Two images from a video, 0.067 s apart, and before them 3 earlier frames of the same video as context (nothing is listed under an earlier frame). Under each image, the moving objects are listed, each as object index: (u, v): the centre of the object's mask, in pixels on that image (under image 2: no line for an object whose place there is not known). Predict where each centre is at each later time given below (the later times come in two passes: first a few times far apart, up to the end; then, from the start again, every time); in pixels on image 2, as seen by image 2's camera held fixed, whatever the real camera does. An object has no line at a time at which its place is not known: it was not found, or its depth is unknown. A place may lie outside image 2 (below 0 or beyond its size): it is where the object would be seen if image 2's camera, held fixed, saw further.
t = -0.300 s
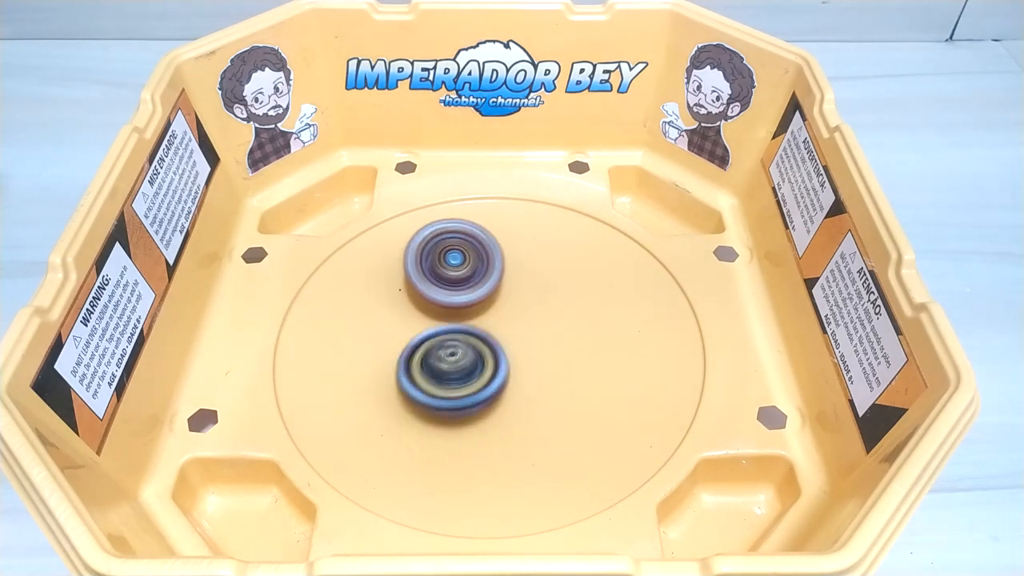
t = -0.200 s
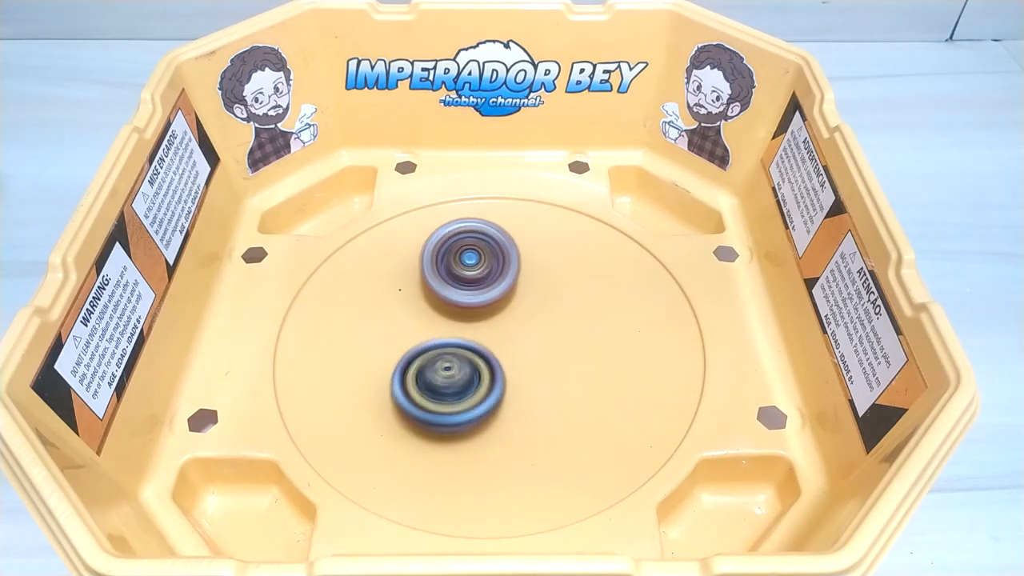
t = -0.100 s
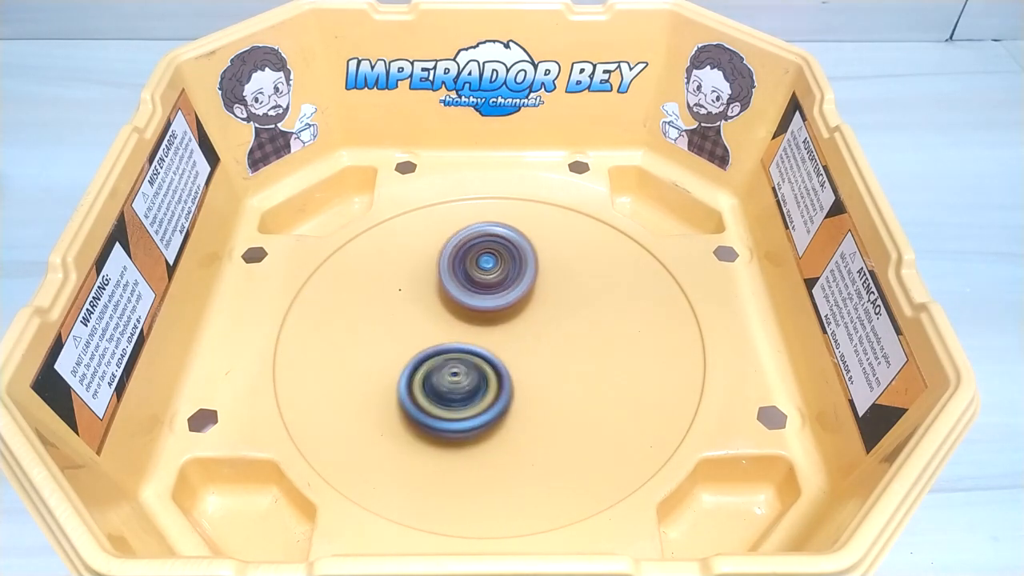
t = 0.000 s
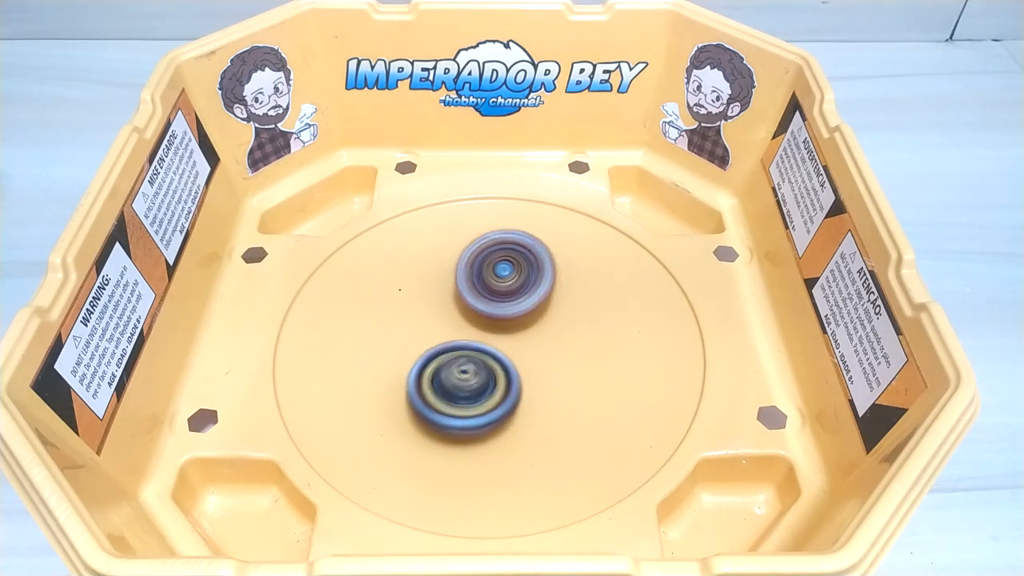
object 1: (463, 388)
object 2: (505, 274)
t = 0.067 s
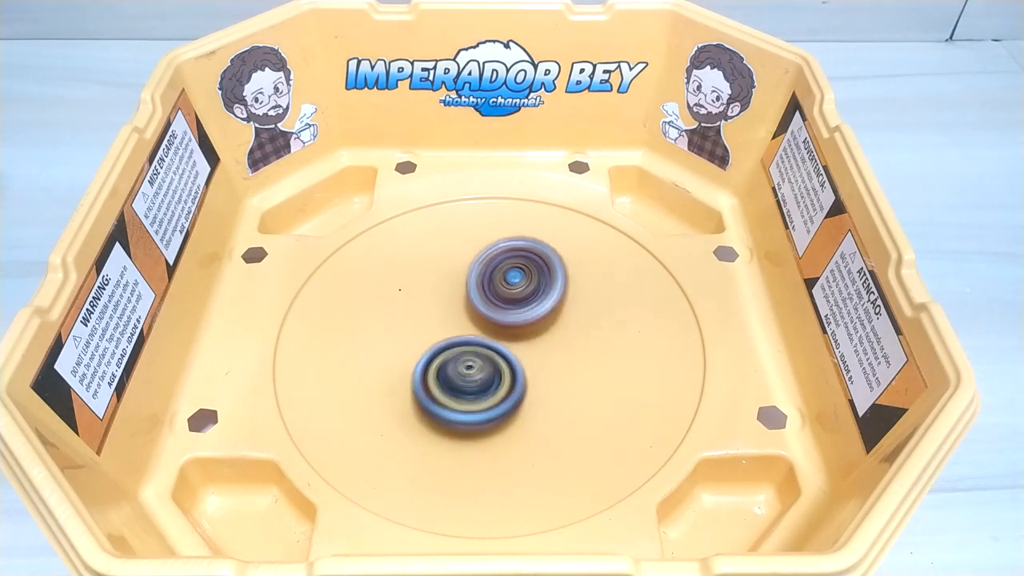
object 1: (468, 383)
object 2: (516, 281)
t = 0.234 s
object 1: (467, 370)
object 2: (546, 303)
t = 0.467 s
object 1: (450, 355)
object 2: (570, 331)
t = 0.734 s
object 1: (436, 336)
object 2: (558, 366)
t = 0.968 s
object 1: (432, 325)
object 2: (518, 386)
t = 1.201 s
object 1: (434, 311)
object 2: (479, 391)
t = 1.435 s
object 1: (446, 296)
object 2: (449, 383)
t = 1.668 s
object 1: (463, 283)
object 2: (434, 366)
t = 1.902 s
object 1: (486, 273)
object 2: (436, 348)
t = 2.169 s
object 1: (514, 267)
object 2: (451, 336)
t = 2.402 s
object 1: (537, 272)
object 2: (463, 335)
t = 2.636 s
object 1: (559, 287)
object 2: (471, 341)
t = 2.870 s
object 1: (574, 317)
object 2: (471, 350)
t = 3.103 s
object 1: (583, 344)
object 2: (462, 355)
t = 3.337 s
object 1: (571, 369)
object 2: (449, 347)
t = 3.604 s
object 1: (536, 388)
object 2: (445, 328)
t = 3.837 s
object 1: (516, 407)
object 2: (439, 298)
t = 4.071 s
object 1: (474, 397)
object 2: (458, 285)
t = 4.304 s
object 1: (417, 380)
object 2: (486, 295)
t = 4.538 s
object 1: (402, 363)
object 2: (513, 326)
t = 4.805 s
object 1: (411, 322)
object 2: (522, 366)
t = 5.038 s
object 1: (421, 292)
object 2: (504, 381)
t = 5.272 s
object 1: (445, 284)
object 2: (476, 374)
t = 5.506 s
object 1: (493, 272)
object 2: (456, 360)
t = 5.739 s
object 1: (518, 269)
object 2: (457, 340)
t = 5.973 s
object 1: (551, 269)
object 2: (438, 346)
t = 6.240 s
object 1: (560, 294)
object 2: (444, 348)
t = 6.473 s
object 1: (575, 343)
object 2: (437, 347)
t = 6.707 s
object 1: (593, 369)
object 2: (440, 346)
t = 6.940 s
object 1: (560, 380)
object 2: (445, 333)
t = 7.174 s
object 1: (530, 394)
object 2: (422, 312)
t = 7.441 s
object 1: (457, 396)
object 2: (443, 305)
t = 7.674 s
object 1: (432, 469)
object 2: (484, 274)
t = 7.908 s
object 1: (469, 455)
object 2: (523, 295)
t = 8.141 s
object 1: (452, 409)
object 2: (566, 315)
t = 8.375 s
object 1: (446, 353)
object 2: (570, 305)
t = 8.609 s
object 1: (436, 298)
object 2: (551, 313)
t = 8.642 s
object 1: (437, 291)
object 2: (547, 313)
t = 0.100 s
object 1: (471, 380)
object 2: (521, 285)
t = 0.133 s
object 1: (473, 375)
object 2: (527, 291)
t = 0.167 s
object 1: (472, 373)
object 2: (533, 295)
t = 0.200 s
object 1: (470, 371)
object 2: (540, 299)
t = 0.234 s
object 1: (467, 370)
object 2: (546, 303)
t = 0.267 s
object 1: (465, 368)
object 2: (551, 307)
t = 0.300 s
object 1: (462, 366)
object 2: (556, 310)
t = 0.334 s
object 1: (460, 364)
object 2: (560, 315)
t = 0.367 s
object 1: (458, 362)
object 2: (563, 319)
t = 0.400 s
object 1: (456, 360)
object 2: (566, 324)
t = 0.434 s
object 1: (453, 357)
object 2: (568, 329)
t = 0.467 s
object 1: (450, 355)
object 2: (570, 331)
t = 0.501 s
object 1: (448, 352)
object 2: (571, 335)
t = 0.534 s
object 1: (446, 349)
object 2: (571, 341)
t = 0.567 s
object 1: (444, 347)
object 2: (571, 345)
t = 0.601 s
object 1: (442, 345)
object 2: (570, 349)
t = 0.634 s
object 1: (440, 342)
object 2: (568, 355)
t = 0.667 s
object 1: (438, 341)
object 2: (565, 356)
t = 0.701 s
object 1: (437, 338)
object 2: (562, 359)
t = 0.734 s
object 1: (436, 336)
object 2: (558, 366)
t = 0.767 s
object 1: (435, 335)
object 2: (552, 370)
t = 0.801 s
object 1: (435, 333)
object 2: (548, 373)
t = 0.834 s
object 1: (435, 332)
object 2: (542, 375)
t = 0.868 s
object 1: (435, 331)
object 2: (535, 378)
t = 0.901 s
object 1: (435, 329)
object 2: (529, 380)
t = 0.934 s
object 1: (434, 327)
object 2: (524, 383)
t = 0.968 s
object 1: (432, 325)
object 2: (518, 386)
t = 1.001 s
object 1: (431, 323)
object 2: (514, 387)
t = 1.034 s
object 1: (431, 321)
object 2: (507, 389)
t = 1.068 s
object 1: (432, 318)
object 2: (501, 390)
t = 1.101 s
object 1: (433, 317)
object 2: (496, 390)
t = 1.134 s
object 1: (433, 315)
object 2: (490, 392)
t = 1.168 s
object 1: (433, 312)
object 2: (484, 391)
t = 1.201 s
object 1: (434, 311)
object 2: (479, 391)
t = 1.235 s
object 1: (435, 309)
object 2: (474, 390)
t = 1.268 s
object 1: (436, 306)
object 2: (469, 390)
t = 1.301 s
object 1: (437, 304)
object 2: (465, 389)
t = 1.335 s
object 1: (439, 302)
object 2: (460, 388)
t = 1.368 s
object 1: (441, 300)
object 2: (455, 386)
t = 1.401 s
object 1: (444, 298)
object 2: (452, 385)
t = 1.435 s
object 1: (446, 296)
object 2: (449, 383)
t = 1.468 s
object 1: (449, 293)
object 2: (446, 380)
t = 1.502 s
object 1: (451, 292)
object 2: (443, 379)
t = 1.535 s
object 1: (453, 289)
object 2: (441, 376)
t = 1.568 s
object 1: (455, 288)
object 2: (438, 374)
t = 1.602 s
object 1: (457, 286)
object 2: (437, 371)
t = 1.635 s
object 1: (460, 285)
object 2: (435, 369)
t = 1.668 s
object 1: (463, 283)
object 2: (434, 366)
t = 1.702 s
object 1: (466, 282)
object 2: (433, 364)
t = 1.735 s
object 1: (469, 280)
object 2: (433, 361)
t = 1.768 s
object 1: (473, 278)
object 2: (433, 358)
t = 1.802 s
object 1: (476, 277)
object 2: (434, 355)
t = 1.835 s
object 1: (479, 275)
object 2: (434, 353)
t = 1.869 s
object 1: (483, 274)
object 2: (434, 350)
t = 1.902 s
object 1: (486, 273)
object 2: (436, 348)
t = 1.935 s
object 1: (490, 272)
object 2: (437, 346)
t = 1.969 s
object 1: (495, 271)
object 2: (438, 345)
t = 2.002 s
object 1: (499, 269)
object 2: (440, 343)
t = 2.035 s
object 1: (502, 268)
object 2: (442, 341)
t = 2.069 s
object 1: (506, 268)
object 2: (445, 339)
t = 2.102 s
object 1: (508, 268)
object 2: (447, 337)
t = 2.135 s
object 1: (510, 267)
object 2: (449, 336)
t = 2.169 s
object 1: (514, 267)
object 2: (451, 336)
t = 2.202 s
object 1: (517, 268)
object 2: (453, 336)
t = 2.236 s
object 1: (521, 268)
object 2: (455, 335)
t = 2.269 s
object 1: (524, 269)
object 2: (457, 334)
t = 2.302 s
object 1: (527, 269)
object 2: (458, 334)
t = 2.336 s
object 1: (531, 270)
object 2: (460, 334)
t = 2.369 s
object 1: (534, 271)
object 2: (462, 335)
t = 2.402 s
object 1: (537, 272)
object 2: (463, 335)
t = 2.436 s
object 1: (541, 274)
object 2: (465, 335)
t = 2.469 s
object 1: (544, 275)
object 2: (467, 336)
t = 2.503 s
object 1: (547, 277)
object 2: (469, 337)
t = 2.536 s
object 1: (550, 279)
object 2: (469, 338)
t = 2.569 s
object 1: (553, 282)
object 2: (471, 339)
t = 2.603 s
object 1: (556, 284)
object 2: (472, 339)
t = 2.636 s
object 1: (559, 287)
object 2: (471, 341)
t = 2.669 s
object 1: (562, 290)
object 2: (471, 342)
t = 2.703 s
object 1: (564, 293)
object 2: (471, 343)
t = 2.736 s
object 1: (567, 298)
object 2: (472, 345)
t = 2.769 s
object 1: (569, 303)
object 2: (472, 348)
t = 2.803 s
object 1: (570, 306)
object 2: (472, 349)
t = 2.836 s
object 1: (572, 312)
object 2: (472, 350)
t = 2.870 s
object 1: (574, 317)
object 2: (471, 350)
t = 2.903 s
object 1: (576, 321)
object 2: (470, 350)
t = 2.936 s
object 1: (579, 325)
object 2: (468, 351)
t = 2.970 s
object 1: (581, 330)
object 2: (466, 353)
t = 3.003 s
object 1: (583, 334)
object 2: (465, 354)
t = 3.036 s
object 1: (584, 337)
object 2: (464, 355)
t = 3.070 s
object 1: (584, 341)
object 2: (463, 355)
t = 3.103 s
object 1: (583, 344)
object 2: (462, 355)
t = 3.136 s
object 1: (581, 346)
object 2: (461, 355)
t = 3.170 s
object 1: (578, 350)
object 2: (460, 354)
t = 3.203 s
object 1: (576, 352)
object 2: (459, 354)
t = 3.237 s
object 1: (573, 356)
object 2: (459, 353)
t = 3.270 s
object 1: (572, 362)
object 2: (452, 351)
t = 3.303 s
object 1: (572, 365)
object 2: (450, 349)
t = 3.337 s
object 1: (571, 369)
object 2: (449, 347)
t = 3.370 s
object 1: (568, 372)
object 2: (447, 345)
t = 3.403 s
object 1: (567, 374)
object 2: (446, 343)
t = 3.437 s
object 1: (564, 376)
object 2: (445, 340)
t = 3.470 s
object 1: (560, 378)
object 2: (445, 338)
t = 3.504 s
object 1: (554, 380)
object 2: (445, 336)
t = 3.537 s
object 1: (550, 381)
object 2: (445, 334)
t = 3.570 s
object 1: (543, 384)
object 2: (446, 333)
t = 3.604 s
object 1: (536, 388)
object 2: (445, 328)
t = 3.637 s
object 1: (534, 392)
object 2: (441, 322)
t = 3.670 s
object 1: (531, 396)
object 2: (438, 316)
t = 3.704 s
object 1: (527, 400)
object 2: (437, 311)
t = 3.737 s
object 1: (524, 403)
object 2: (437, 308)
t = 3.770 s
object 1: (521, 406)
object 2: (437, 304)
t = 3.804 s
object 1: (518, 407)
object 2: (438, 300)
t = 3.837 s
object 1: (516, 407)
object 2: (439, 298)
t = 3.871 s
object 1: (512, 407)
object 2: (441, 295)
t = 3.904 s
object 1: (508, 406)
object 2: (444, 291)
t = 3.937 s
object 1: (505, 405)
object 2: (445, 290)
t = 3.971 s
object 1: (498, 403)
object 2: (448, 289)
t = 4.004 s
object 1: (490, 401)
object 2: (451, 287)
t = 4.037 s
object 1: (483, 399)
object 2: (454, 285)
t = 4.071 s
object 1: (474, 397)
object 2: (458, 285)
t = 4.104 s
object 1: (464, 394)
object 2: (461, 285)
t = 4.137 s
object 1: (457, 392)
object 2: (465, 285)
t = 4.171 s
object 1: (448, 390)
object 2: (469, 286)
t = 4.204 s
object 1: (439, 387)
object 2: (474, 288)
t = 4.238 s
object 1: (433, 386)
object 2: (477, 289)
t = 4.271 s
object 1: (425, 383)
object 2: (481, 292)
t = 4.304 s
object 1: (417, 380)
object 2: (486, 295)
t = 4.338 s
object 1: (414, 379)
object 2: (489, 298)
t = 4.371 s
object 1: (410, 376)
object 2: (494, 302)
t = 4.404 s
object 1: (407, 374)
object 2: (499, 307)
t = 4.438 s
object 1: (405, 372)
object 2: (502, 312)
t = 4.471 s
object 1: (404, 369)
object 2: (506, 317)
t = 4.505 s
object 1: (403, 366)
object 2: (511, 323)
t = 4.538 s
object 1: (402, 363)
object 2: (513, 326)
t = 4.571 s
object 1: (403, 359)
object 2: (517, 331)
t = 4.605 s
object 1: (403, 354)
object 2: (520, 338)
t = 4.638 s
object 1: (404, 351)
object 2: (521, 341)
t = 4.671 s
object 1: (405, 346)
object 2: (523, 347)
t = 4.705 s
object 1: (406, 339)
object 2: (523, 351)
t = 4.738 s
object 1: (407, 335)
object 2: (524, 354)
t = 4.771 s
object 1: (409, 329)
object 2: (523, 359)
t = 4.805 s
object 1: (411, 322)
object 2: (522, 366)
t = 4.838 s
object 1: (412, 318)
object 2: (521, 366)
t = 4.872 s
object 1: (413, 311)
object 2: (518, 373)
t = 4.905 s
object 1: (415, 306)
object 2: (516, 375)
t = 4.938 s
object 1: (416, 301)
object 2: (513, 377)
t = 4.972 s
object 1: (417, 297)
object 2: (510, 379)
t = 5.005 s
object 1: (420, 294)
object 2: (506, 380)
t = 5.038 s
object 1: (421, 292)
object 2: (504, 381)
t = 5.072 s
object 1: (424, 289)
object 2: (499, 382)
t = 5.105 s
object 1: (427, 287)
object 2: (495, 382)
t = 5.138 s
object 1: (429, 286)
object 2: (492, 381)
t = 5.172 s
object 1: (432, 285)
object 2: (487, 381)
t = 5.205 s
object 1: (436, 285)
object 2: (483, 379)
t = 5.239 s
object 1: (439, 284)
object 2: (480, 377)
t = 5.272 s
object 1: (445, 284)
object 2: (476, 374)
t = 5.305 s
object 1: (452, 283)
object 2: (472, 371)
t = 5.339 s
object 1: (457, 282)
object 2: (469, 369)
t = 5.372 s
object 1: (464, 281)
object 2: (465, 367)
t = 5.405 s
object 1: (472, 278)
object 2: (461, 365)
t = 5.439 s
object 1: (478, 277)
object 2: (459, 364)
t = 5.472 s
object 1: (486, 274)
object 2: (458, 362)
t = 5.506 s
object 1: (493, 272)
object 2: (456, 360)
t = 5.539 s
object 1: (498, 270)
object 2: (456, 358)
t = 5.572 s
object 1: (503, 269)
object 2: (455, 355)
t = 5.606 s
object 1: (508, 268)
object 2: (455, 353)
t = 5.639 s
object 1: (511, 267)
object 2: (454, 350)
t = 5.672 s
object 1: (514, 268)
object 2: (455, 348)
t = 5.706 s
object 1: (516, 268)
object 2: (456, 344)
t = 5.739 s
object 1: (518, 269)
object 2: (457, 340)
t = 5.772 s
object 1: (520, 270)
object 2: (457, 339)
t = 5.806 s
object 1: (524, 271)
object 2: (456, 337)
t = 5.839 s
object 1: (526, 272)
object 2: (455, 336)
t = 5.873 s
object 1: (534, 270)
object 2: (446, 340)
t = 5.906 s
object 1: (541, 269)
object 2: (440, 342)
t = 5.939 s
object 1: (545, 269)
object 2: (438, 344)
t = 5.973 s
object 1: (551, 269)
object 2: (438, 346)
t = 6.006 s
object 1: (554, 270)
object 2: (438, 347)
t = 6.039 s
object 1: (557, 271)
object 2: (437, 347)
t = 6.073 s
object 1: (558, 273)
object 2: (438, 348)
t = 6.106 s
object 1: (560, 275)
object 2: (439, 348)
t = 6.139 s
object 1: (560, 279)
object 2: (439, 348)
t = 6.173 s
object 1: (560, 282)
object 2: (440, 348)
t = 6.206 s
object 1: (560, 288)
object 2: (442, 348)
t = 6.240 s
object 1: (560, 294)
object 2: (444, 348)
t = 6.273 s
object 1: (559, 300)
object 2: (445, 348)
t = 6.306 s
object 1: (559, 308)
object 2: (447, 348)
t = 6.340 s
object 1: (558, 317)
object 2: (450, 348)
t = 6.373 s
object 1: (559, 323)
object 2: (451, 348)
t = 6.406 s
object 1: (564, 332)
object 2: (448, 347)
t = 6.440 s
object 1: (571, 338)
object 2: (439, 347)
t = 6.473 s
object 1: (575, 343)
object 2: (437, 347)
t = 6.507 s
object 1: (581, 350)
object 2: (437, 347)
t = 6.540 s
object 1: (586, 355)
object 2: (436, 348)
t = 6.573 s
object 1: (589, 359)
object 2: (436, 348)
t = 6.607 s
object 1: (592, 363)
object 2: (437, 348)
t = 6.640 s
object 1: (593, 366)
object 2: (438, 347)
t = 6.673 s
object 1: (594, 367)
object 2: (438, 347)
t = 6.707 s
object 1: (593, 369)
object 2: (440, 346)
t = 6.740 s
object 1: (591, 370)
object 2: (442, 346)
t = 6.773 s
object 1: (589, 370)
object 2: (443, 345)
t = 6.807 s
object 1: (584, 371)
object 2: (445, 344)
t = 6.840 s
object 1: (577, 372)
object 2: (448, 343)
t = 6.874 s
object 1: (571, 372)
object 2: (450, 342)
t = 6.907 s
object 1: (561, 375)
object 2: (451, 342)
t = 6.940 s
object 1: (560, 380)
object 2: (445, 333)
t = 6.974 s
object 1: (559, 383)
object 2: (433, 327)
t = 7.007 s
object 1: (556, 387)
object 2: (426, 321)
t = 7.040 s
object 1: (551, 389)
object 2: (423, 318)
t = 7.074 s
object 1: (548, 391)
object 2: (423, 317)
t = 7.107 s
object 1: (542, 392)
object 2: (422, 315)
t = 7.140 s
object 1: (535, 393)
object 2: (422, 312)
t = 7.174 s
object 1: (530, 394)
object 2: (422, 312)
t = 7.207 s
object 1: (521, 394)
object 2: (423, 310)
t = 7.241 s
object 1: (511, 394)
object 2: (424, 308)
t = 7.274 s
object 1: (504, 395)
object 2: (426, 308)
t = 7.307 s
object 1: (493, 395)
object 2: (428, 307)
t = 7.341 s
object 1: (483, 395)
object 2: (431, 306)
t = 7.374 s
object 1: (476, 395)
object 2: (433, 306)
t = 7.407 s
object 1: (467, 395)
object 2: (437, 306)
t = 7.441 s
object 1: (457, 396)
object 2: (443, 305)
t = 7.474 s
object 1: (449, 404)
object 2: (447, 301)
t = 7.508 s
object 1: (440, 421)
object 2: (453, 290)
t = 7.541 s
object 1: (434, 437)
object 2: (462, 280)
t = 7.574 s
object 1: (432, 445)
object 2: (466, 278)
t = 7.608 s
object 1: (431, 455)
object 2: (473, 276)
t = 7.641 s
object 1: (431, 463)
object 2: (479, 274)
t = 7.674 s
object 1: (432, 469)
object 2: (484, 274)
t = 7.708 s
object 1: (436, 474)
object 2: (490, 276)
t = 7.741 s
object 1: (442, 477)
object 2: (496, 278)
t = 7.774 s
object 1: (446, 478)
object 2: (501, 280)
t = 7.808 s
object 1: (453, 476)
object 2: (507, 282)
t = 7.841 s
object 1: (461, 470)
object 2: (513, 287)
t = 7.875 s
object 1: (464, 464)
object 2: (517, 290)
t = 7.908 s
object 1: (469, 455)
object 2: (523, 295)
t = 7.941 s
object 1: (473, 445)
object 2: (528, 302)
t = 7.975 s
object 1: (476, 437)
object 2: (531, 307)
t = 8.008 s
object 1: (478, 426)
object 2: (534, 314)
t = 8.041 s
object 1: (479, 415)
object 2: (537, 322)
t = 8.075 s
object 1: (479, 412)
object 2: (540, 325)
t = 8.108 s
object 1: (468, 410)
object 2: (554, 322)
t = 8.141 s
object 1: (452, 409)
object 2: (566, 315)
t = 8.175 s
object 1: (446, 405)
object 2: (571, 308)
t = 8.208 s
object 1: (441, 396)
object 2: (575, 302)
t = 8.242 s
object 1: (441, 386)
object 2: (575, 301)
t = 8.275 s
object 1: (442, 377)
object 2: (574, 301)
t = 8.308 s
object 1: (444, 368)
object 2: (573, 302)
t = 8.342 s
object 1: (446, 359)
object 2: (572, 304)
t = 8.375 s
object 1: (446, 353)
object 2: (570, 305)
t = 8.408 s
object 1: (449, 345)
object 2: (567, 306)
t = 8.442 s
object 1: (451, 336)
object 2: (562, 307)
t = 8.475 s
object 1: (452, 330)
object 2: (559, 308)
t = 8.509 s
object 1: (446, 321)
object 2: (560, 310)
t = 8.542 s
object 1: (437, 312)
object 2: (559, 312)
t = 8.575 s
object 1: (436, 306)
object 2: (557, 313)
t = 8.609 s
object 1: (436, 298)
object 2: (551, 313)
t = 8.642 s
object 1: (437, 291)
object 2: (547, 313)
